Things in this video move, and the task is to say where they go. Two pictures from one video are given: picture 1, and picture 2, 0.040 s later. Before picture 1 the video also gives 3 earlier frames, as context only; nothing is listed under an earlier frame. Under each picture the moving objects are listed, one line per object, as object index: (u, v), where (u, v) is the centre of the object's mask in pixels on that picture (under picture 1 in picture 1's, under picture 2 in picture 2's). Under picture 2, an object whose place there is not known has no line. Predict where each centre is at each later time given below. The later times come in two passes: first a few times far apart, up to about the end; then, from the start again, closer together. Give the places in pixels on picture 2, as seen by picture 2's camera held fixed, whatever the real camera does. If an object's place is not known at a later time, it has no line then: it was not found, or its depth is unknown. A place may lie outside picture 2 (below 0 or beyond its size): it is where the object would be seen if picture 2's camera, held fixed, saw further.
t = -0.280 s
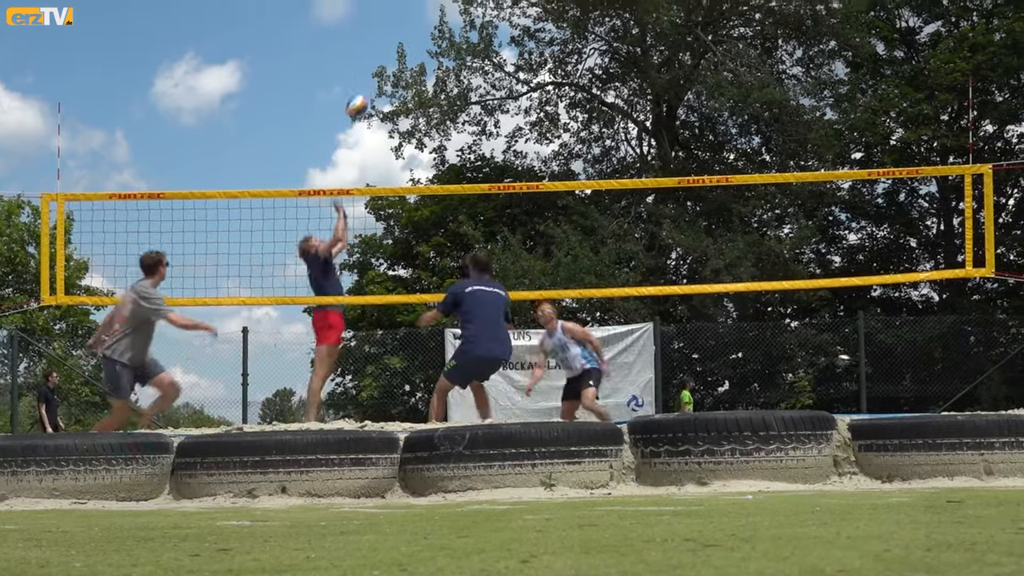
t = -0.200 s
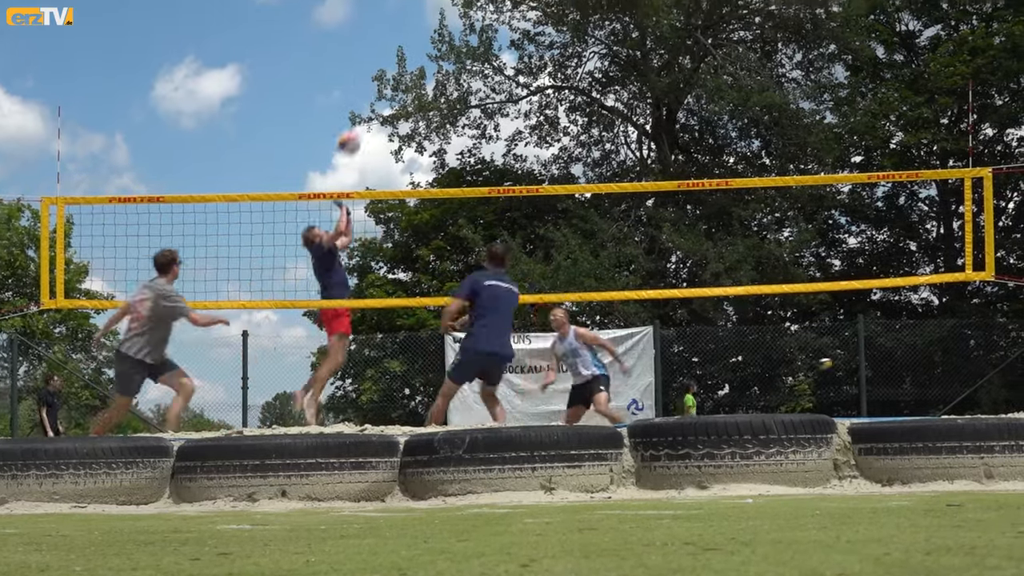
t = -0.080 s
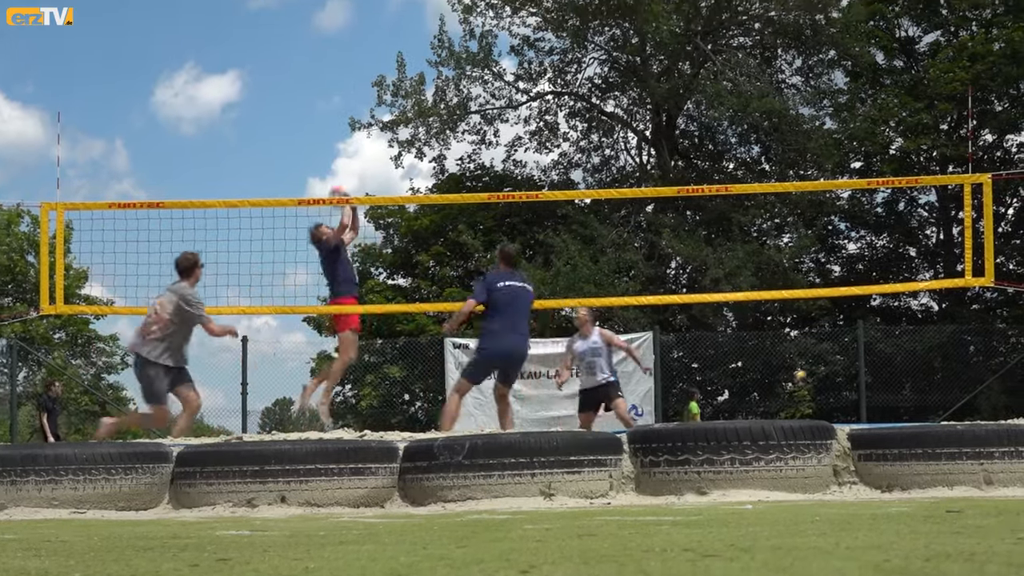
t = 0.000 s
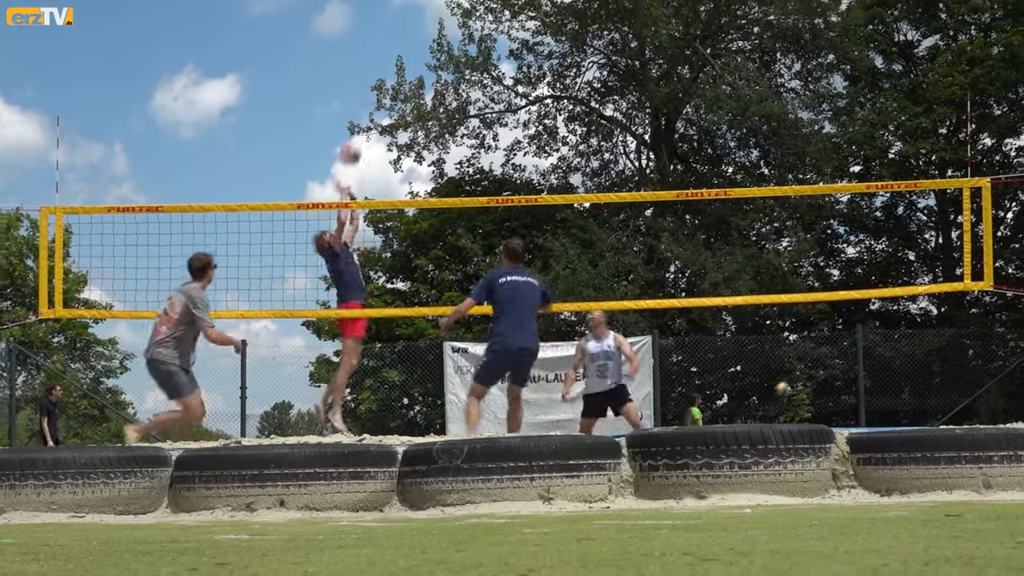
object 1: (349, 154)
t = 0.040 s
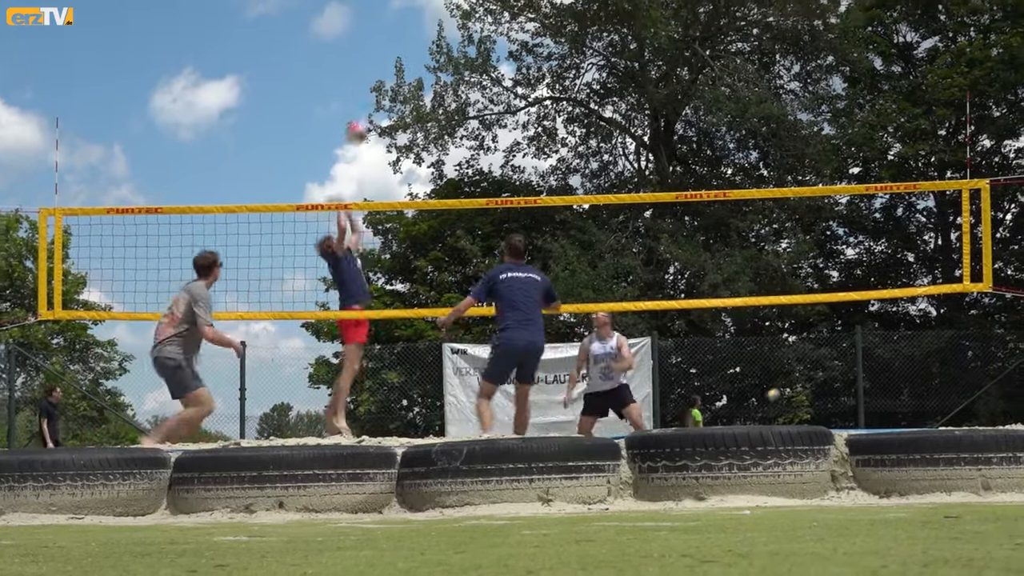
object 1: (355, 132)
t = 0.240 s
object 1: (391, 44)
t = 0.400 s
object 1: (419, 5)
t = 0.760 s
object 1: (480, 7)
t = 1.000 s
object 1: (522, 80)
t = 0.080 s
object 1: (363, 112)
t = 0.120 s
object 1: (370, 92)
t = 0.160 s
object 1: (377, 74)
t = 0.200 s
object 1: (384, 58)
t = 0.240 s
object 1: (391, 44)
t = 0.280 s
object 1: (398, 32)
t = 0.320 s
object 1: (405, 22)
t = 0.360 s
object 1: (411, 13)
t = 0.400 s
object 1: (419, 5)
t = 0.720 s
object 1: (473, 1)
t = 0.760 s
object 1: (480, 7)
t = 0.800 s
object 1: (487, 15)
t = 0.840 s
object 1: (494, 24)
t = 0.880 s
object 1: (501, 35)
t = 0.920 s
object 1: (509, 50)
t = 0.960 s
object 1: (514, 64)
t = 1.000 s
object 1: (522, 80)
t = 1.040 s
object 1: (528, 97)
